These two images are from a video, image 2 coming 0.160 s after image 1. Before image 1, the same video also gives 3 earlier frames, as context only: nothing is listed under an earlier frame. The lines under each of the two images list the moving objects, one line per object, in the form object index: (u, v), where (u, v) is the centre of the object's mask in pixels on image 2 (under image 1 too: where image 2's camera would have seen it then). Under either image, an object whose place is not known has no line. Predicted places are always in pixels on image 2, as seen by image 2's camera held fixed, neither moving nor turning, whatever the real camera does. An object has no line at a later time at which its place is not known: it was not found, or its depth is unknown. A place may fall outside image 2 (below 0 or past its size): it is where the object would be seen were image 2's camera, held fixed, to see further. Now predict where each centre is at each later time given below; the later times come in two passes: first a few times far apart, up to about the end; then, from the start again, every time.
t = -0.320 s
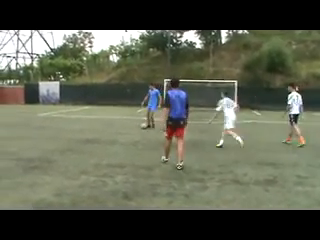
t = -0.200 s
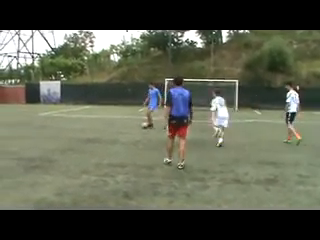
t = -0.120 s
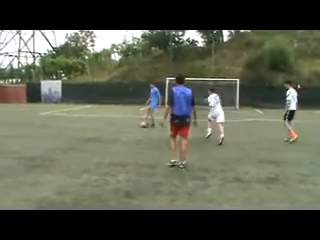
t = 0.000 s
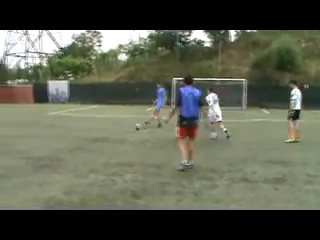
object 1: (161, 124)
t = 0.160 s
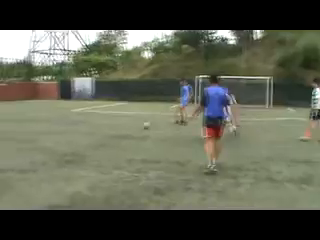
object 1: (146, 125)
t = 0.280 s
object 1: (134, 126)
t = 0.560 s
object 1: (108, 130)
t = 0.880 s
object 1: (74, 134)
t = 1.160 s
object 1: (42, 138)
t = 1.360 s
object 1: (16, 140)
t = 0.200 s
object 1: (142, 126)
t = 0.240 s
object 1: (138, 126)
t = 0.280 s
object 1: (134, 126)
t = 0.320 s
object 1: (131, 127)
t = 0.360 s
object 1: (128, 127)
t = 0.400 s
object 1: (123, 128)
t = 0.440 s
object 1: (120, 129)
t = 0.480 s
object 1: (116, 129)
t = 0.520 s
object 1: (112, 129)
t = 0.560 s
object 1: (108, 130)
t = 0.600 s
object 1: (104, 130)
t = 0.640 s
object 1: (100, 131)
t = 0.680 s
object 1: (96, 131)
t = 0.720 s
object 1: (92, 132)
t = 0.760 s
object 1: (87, 132)
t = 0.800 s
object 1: (83, 133)
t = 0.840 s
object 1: (79, 134)
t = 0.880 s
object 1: (74, 134)
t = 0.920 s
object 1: (69, 134)
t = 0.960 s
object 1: (65, 135)
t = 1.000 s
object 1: (61, 135)
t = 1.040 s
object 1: (56, 136)
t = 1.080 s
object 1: (51, 137)
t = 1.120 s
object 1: (45, 137)
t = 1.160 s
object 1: (42, 138)
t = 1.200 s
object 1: (36, 138)
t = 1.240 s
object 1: (31, 139)
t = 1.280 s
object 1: (26, 139)
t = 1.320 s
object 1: (21, 139)
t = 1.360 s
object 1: (16, 140)
